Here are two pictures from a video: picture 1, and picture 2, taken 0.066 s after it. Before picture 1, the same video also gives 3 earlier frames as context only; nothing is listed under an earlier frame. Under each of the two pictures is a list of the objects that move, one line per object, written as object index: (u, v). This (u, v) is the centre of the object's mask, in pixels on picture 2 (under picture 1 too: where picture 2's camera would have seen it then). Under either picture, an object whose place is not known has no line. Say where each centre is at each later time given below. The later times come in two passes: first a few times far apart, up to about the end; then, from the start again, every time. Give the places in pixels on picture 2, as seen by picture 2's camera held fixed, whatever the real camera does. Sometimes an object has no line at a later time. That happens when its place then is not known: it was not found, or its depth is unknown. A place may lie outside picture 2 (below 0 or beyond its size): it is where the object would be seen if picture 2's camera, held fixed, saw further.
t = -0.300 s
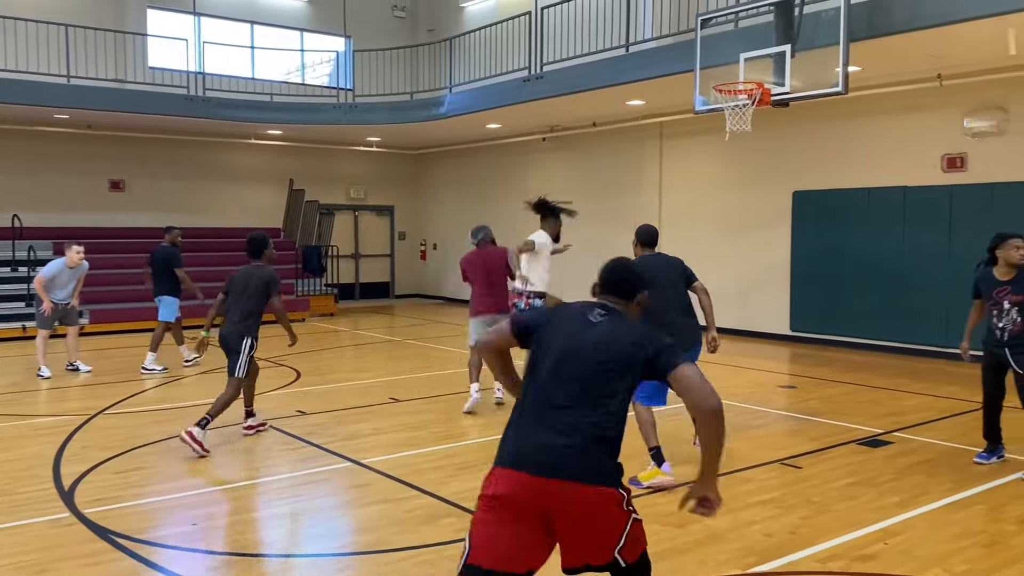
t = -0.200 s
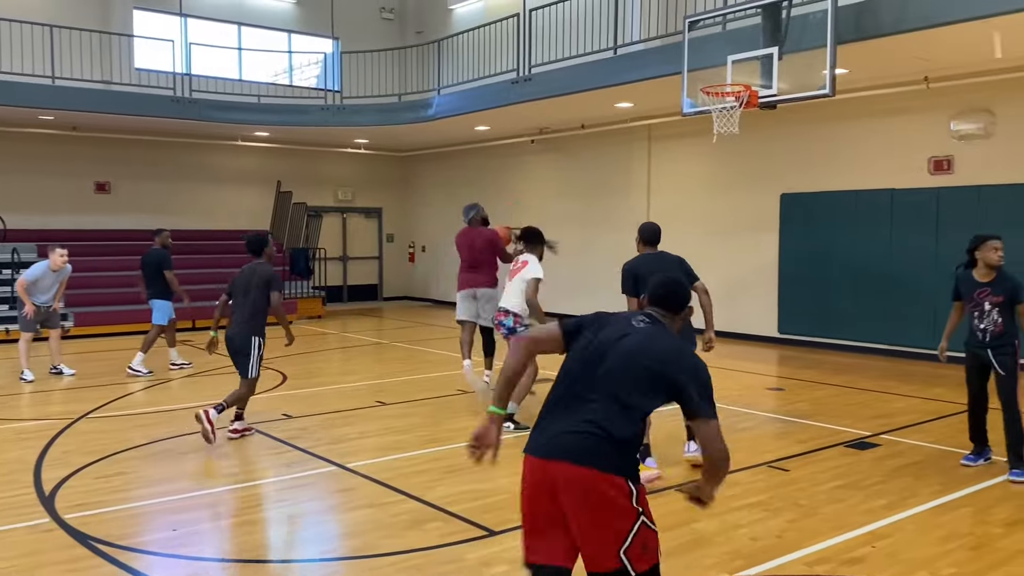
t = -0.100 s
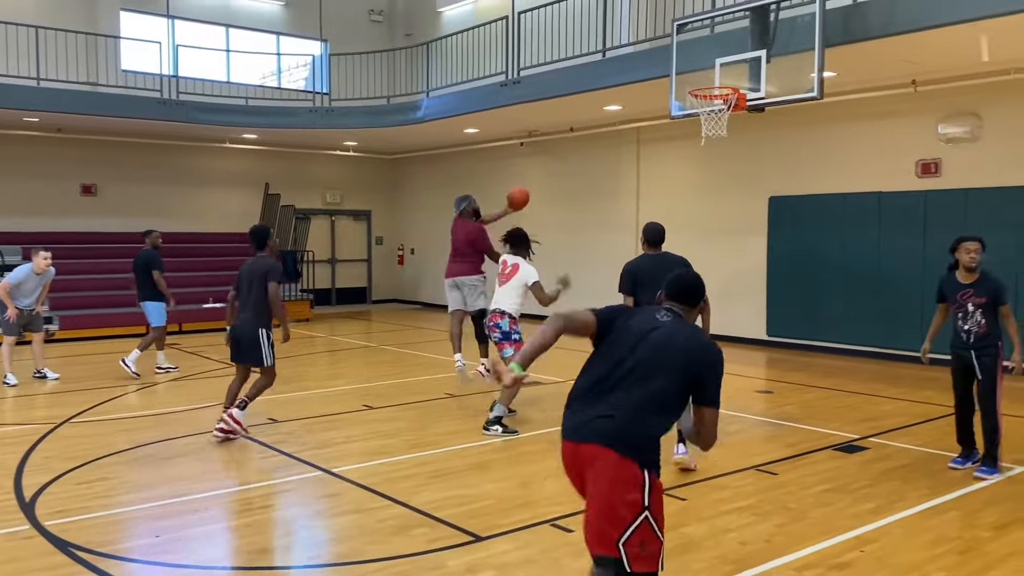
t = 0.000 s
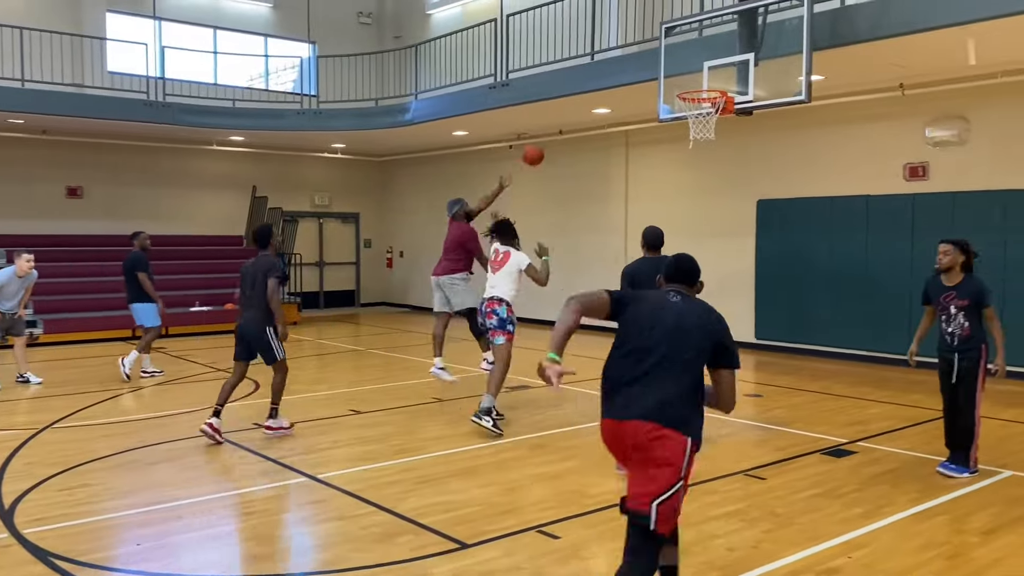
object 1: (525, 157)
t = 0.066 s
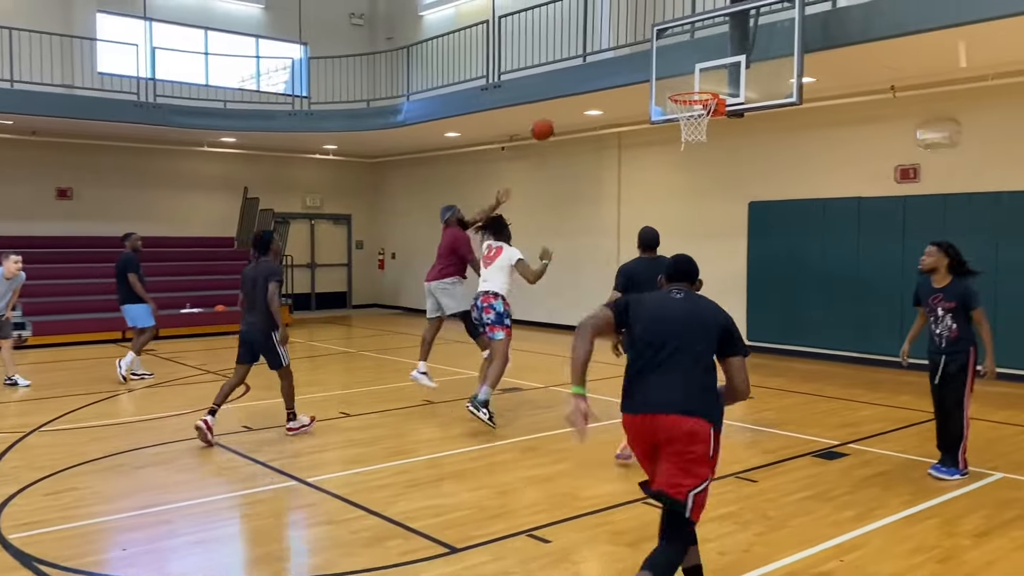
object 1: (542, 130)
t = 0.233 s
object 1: (584, 80)
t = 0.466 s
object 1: (643, 56)
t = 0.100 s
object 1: (550, 118)
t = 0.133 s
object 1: (559, 106)
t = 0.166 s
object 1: (567, 96)
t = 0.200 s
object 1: (575, 87)
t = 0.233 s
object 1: (584, 80)
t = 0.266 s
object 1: (593, 73)
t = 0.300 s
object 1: (601, 67)
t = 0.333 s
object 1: (610, 63)
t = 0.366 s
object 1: (618, 59)
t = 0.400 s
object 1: (626, 57)
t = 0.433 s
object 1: (635, 56)
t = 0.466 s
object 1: (643, 56)
